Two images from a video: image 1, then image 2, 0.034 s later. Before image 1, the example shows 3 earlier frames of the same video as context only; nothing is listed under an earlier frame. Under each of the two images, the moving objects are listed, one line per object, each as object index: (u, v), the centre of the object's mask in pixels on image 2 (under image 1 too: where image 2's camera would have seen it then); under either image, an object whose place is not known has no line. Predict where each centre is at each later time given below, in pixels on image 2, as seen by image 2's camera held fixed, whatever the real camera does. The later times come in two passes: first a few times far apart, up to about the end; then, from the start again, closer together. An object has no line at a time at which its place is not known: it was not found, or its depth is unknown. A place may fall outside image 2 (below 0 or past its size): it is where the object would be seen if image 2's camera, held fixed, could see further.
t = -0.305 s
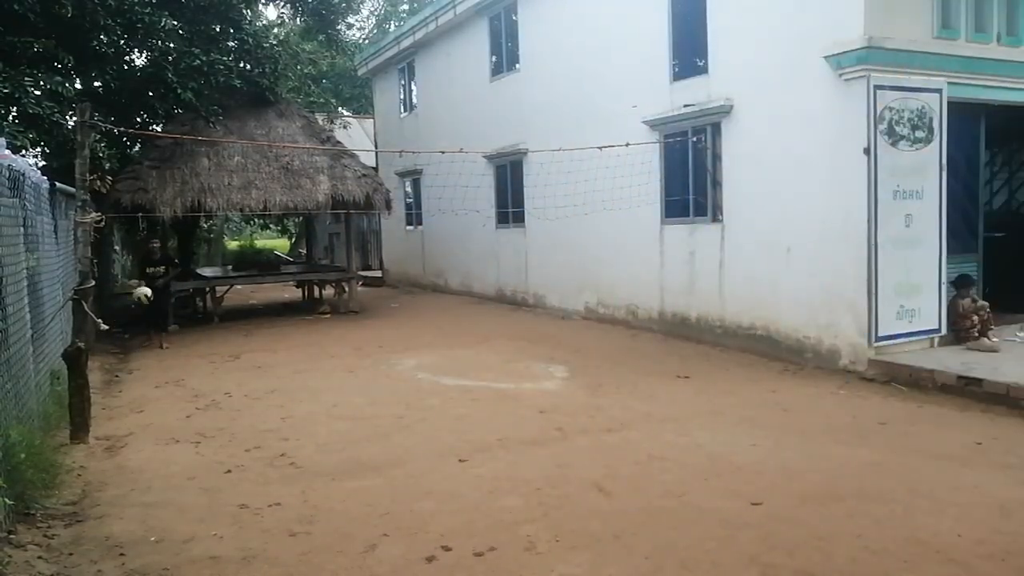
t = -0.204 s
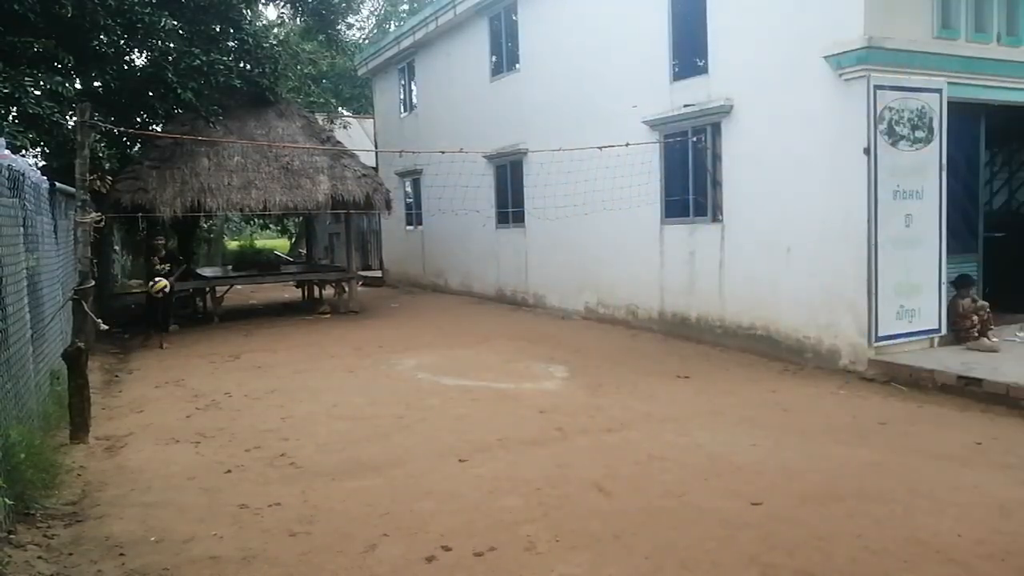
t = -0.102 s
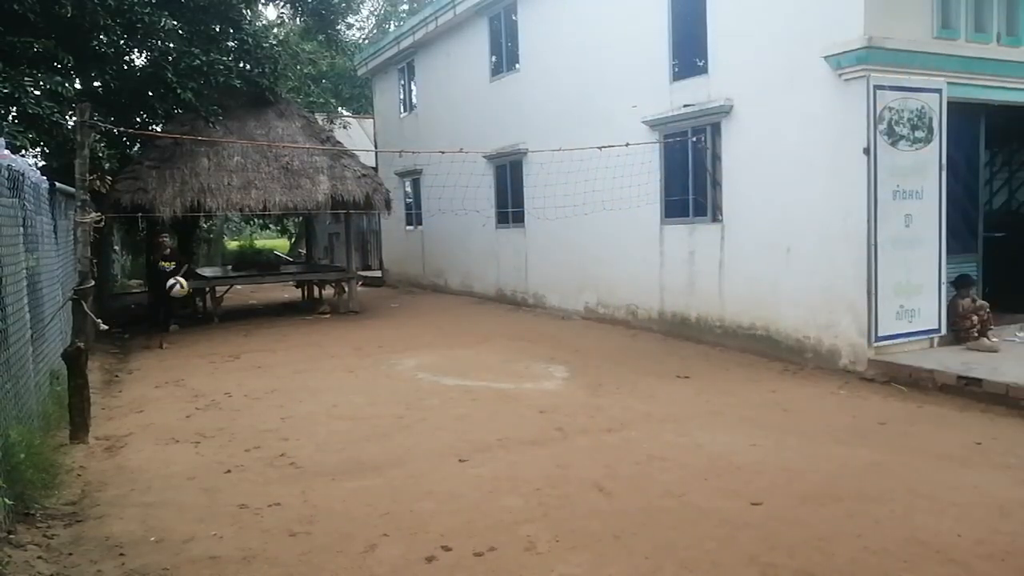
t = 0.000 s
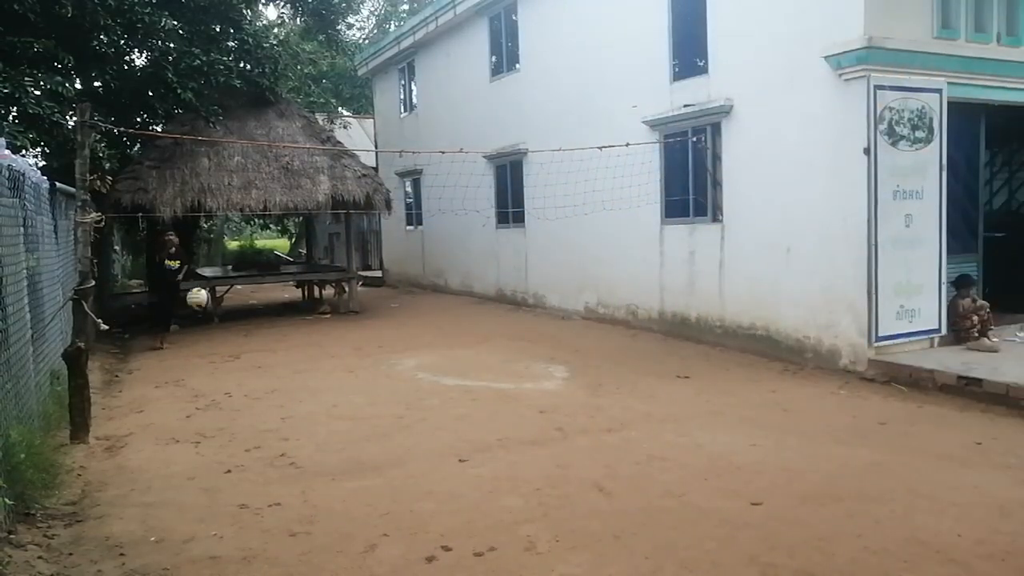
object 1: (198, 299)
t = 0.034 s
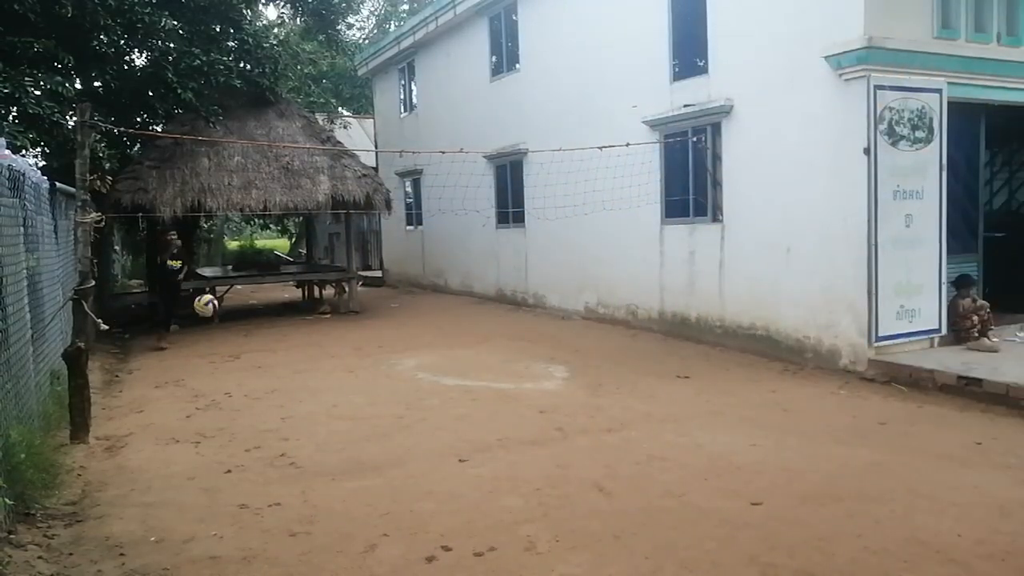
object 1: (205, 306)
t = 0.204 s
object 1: (249, 362)
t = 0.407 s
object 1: (285, 345)
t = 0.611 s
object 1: (325, 346)
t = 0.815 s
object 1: (378, 417)
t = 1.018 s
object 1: (443, 414)
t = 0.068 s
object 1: (214, 313)
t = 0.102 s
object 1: (222, 322)
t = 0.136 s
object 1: (231, 334)
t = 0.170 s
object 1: (239, 347)
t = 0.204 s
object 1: (249, 362)
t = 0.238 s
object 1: (259, 380)
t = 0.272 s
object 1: (264, 373)
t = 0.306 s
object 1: (269, 363)
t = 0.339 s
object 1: (274, 356)
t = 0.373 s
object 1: (280, 349)
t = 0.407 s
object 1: (285, 345)
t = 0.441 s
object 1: (291, 341)
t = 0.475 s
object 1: (297, 338)
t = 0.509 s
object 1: (303, 338)
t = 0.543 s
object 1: (310, 339)
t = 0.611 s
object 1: (325, 346)
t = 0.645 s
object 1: (333, 353)
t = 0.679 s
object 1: (341, 360)
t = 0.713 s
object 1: (350, 372)
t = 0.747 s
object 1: (358, 384)
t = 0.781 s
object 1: (368, 399)
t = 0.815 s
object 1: (378, 417)
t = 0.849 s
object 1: (388, 438)
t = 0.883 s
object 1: (398, 432)
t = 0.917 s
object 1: (408, 424)
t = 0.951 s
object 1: (419, 419)
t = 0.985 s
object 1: (430, 415)
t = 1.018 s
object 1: (443, 414)
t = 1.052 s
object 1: (455, 416)
